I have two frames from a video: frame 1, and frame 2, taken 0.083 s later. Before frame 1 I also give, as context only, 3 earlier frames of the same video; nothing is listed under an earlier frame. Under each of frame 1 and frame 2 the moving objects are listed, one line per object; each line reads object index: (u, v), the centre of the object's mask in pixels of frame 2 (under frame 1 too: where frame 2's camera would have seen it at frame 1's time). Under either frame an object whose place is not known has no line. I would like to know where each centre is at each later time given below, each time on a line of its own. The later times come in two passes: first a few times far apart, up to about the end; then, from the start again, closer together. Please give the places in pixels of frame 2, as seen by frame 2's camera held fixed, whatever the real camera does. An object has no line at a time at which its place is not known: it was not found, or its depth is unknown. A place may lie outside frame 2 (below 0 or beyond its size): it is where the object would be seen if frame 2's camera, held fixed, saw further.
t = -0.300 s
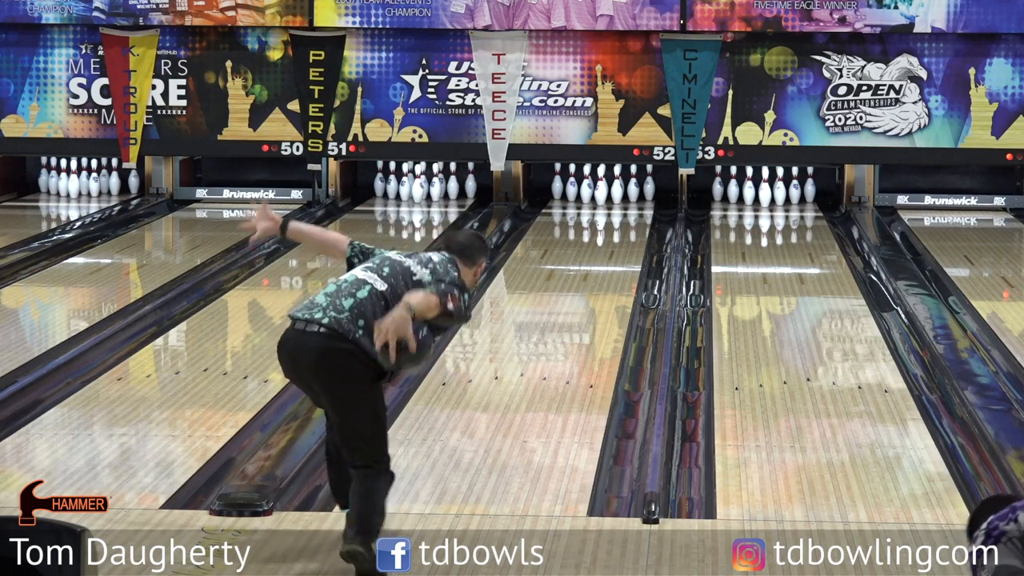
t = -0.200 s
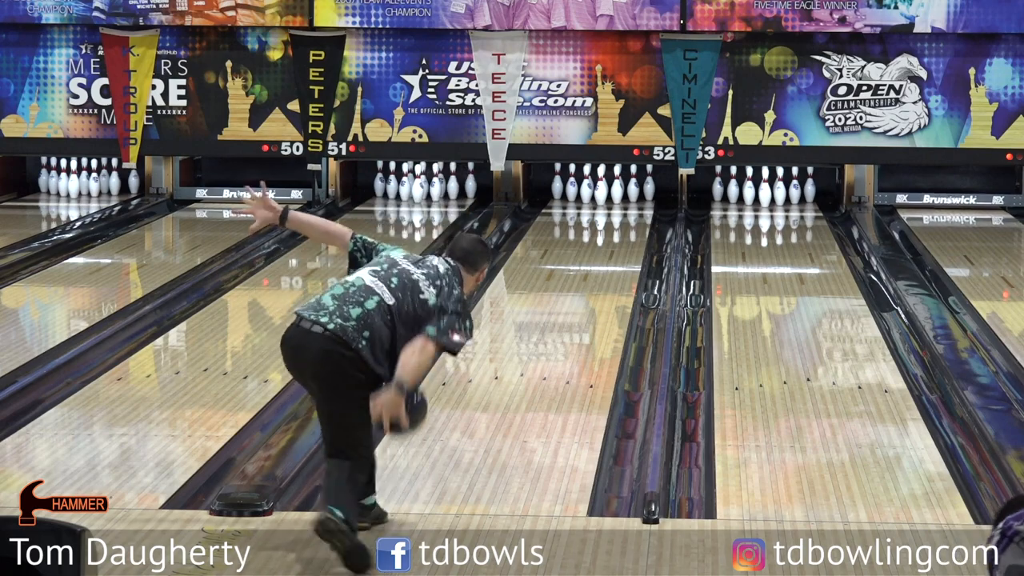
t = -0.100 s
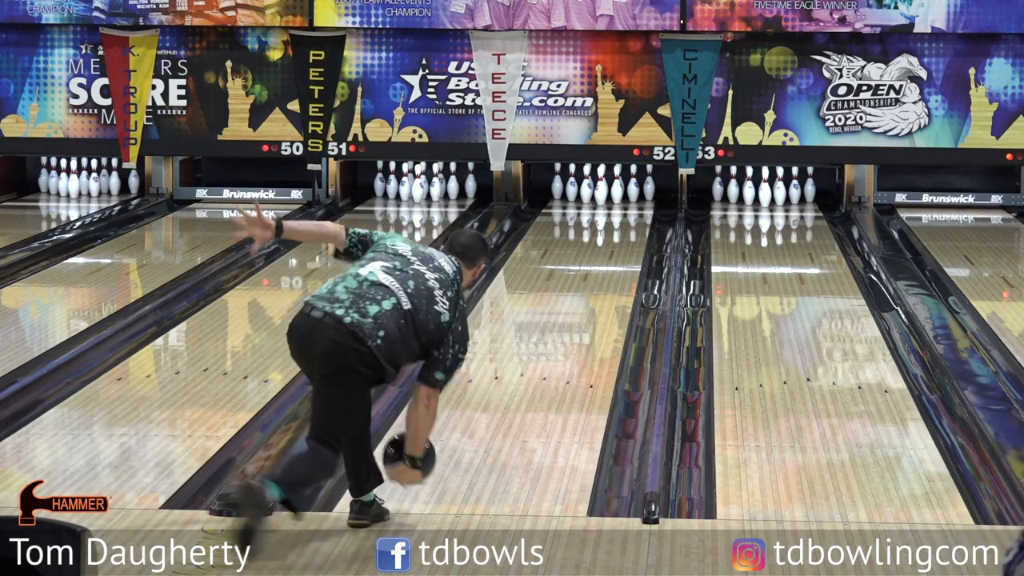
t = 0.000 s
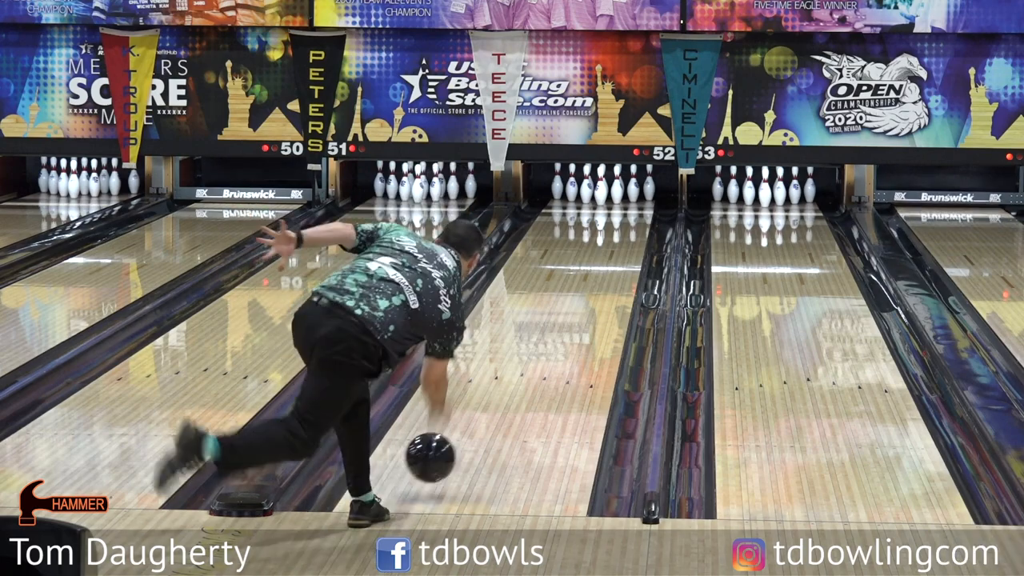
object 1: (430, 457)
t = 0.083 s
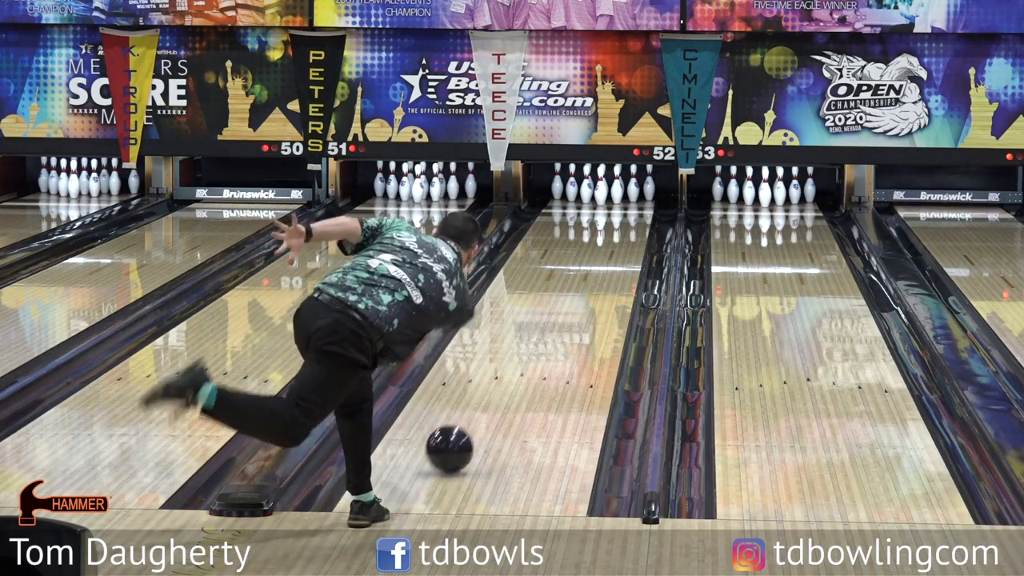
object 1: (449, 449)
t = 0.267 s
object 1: (486, 408)
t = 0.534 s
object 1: (528, 358)
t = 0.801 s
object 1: (561, 320)
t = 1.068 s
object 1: (586, 288)
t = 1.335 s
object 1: (607, 262)
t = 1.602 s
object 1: (622, 239)
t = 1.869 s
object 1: (628, 221)
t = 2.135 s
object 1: (622, 206)
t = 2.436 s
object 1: (611, 193)
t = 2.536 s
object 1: (615, 190)
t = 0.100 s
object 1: (453, 443)
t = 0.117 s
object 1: (457, 438)
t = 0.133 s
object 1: (461, 433)
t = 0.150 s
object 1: (464, 430)
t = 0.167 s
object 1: (467, 427)
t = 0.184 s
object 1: (470, 425)
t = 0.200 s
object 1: (474, 422)
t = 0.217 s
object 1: (477, 417)
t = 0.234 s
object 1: (480, 414)
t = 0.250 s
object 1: (483, 411)
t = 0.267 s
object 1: (486, 408)
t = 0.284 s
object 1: (489, 405)
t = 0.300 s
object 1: (492, 401)
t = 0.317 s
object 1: (495, 398)
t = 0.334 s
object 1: (498, 394)
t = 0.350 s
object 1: (500, 391)
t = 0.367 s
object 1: (503, 388)
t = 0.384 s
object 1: (506, 385)
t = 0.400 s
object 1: (508, 382)
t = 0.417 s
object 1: (511, 379)
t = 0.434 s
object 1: (514, 376)
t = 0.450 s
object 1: (516, 373)
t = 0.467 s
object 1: (519, 370)
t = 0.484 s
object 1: (521, 367)
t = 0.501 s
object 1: (523, 364)
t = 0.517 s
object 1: (526, 361)
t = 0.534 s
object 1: (528, 358)
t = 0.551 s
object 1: (528, 357)
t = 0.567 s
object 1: (522, 356)
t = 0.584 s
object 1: (542, 346)
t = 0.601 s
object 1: (538, 347)
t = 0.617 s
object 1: (539, 345)
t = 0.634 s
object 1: (541, 343)
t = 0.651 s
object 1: (543, 340)
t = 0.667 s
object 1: (545, 338)
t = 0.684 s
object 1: (547, 335)
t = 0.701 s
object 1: (549, 333)
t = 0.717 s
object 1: (551, 331)
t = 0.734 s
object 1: (553, 329)
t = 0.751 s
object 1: (555, 326)
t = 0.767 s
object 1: (557, 324)
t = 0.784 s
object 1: (559, 322)
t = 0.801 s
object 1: (561, 320)
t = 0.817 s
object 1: (562, 317)
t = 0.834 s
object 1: (564, 315)
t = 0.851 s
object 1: (566, 313)
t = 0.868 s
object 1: (568, 311)
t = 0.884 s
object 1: (569, 309)
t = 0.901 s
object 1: (571, 307)
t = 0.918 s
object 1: (573, 305)
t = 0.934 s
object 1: (574, 303)
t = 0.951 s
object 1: (576, 301)
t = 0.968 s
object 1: (578, 299)
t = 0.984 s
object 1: (579, 297)
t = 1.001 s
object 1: (581, 295)
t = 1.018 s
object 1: (582, 293)
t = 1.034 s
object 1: (584, 291)
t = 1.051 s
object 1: (585, 290)
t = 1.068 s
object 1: (586, 288)
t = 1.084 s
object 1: (588, 286)
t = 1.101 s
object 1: (589, 284)
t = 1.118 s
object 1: (591, 283)
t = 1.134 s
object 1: (592, 281)
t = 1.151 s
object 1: (593, 279)
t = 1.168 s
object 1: (595, 278)
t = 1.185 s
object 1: (596, 276)
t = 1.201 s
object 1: (597, 274)
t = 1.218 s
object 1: (598, 273)
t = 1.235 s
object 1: (600, 271)
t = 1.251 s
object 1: (601, 269)
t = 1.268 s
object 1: (602, 268)
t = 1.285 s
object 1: (603, 266)
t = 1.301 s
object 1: (604, 265)
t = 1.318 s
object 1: (606, 263)
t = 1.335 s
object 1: (607, 262)
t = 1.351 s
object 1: (608, 260)
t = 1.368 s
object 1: (609, 259)
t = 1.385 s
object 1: (610, 257)
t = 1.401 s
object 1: (611, 256)
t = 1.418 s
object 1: (613, 253)
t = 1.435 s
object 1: (617, 251)
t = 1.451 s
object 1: (620, 252)
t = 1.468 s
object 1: (619, 252)
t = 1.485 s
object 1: (617, 249)
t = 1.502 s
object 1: (617, 247)
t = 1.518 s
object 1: (618, 246)
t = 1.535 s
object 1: (619, 245)
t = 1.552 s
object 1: (620, 243)
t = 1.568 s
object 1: (621, 242)
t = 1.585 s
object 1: (621, 241)
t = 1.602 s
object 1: (622, 239)
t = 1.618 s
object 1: (623, 238)
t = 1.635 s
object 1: (624, 237)
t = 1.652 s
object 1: (624, 236)
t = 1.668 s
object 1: (625, 235)
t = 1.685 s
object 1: (626, 233)
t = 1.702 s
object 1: (626, 232)
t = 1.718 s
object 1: (626, 231)
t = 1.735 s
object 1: (627, 230)
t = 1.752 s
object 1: (627, 229)
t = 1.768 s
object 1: (628, 228)
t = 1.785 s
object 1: (628, 226)
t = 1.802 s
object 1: (628, 225)
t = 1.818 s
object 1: (628, 224)
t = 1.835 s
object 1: (629, 223)
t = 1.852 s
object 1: (628, 222)
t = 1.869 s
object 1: (628, 221)
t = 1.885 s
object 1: (629, 220)
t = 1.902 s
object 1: (628, 219)
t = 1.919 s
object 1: (628, 218)
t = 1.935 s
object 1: (628, 217)
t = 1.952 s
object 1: (628, 216)
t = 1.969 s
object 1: (628, 215)
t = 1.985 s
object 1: (627, 214)
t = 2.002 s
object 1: (627, 213)
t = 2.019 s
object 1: (627, 212)
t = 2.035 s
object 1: (626, 212)
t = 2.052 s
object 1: (625, 210)
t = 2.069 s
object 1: (625, 209)
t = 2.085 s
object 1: (624, 208)
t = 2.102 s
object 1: (623, 207)
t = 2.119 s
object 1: (623, 207)
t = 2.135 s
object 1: (622, 206)
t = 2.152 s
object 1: (621, 205)
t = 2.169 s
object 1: (620, 204)
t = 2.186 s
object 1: (619, 203)
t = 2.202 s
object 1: (618, 202)
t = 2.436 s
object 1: (611, 193)
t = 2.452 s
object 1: (611, 192)
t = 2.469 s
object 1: (611, 192)
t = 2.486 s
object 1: (612, 191)
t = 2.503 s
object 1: (613, 191)
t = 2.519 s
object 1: (613, 191)
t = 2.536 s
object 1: (615, 190)
